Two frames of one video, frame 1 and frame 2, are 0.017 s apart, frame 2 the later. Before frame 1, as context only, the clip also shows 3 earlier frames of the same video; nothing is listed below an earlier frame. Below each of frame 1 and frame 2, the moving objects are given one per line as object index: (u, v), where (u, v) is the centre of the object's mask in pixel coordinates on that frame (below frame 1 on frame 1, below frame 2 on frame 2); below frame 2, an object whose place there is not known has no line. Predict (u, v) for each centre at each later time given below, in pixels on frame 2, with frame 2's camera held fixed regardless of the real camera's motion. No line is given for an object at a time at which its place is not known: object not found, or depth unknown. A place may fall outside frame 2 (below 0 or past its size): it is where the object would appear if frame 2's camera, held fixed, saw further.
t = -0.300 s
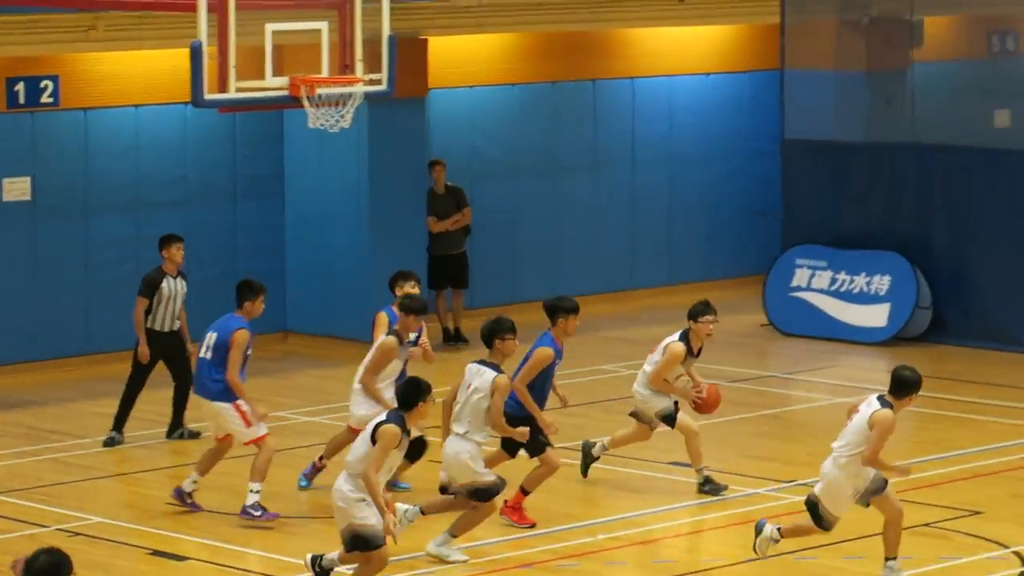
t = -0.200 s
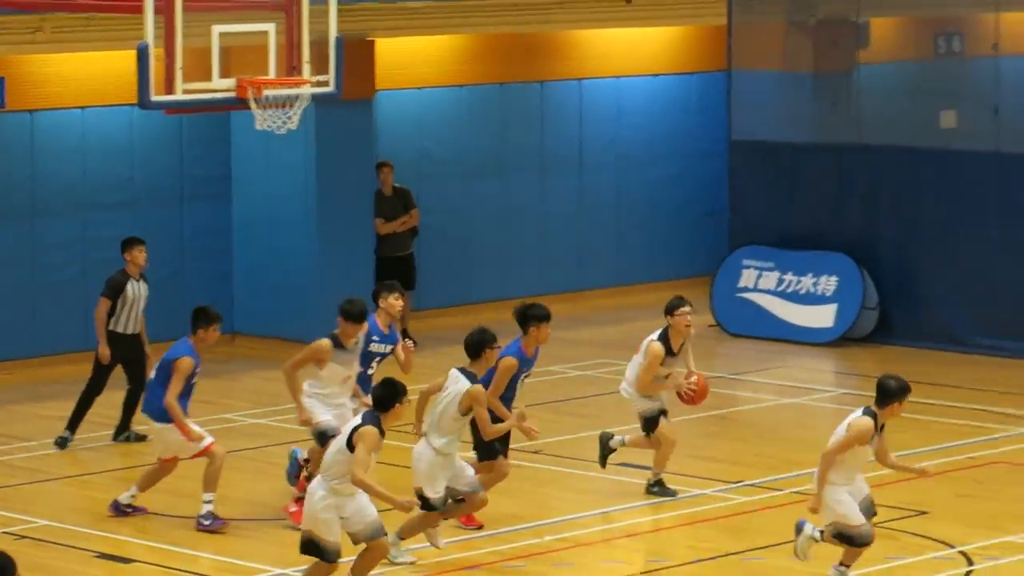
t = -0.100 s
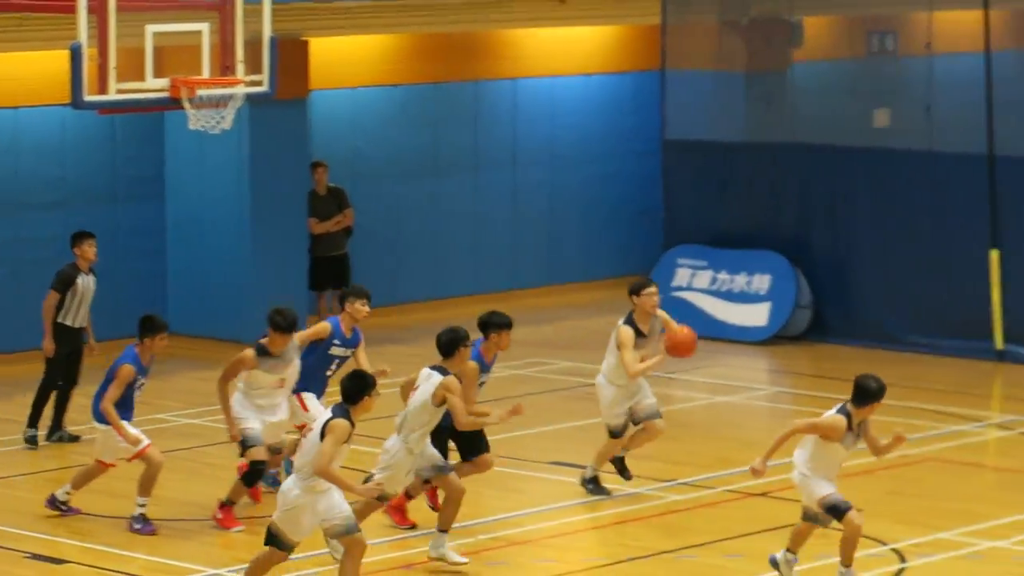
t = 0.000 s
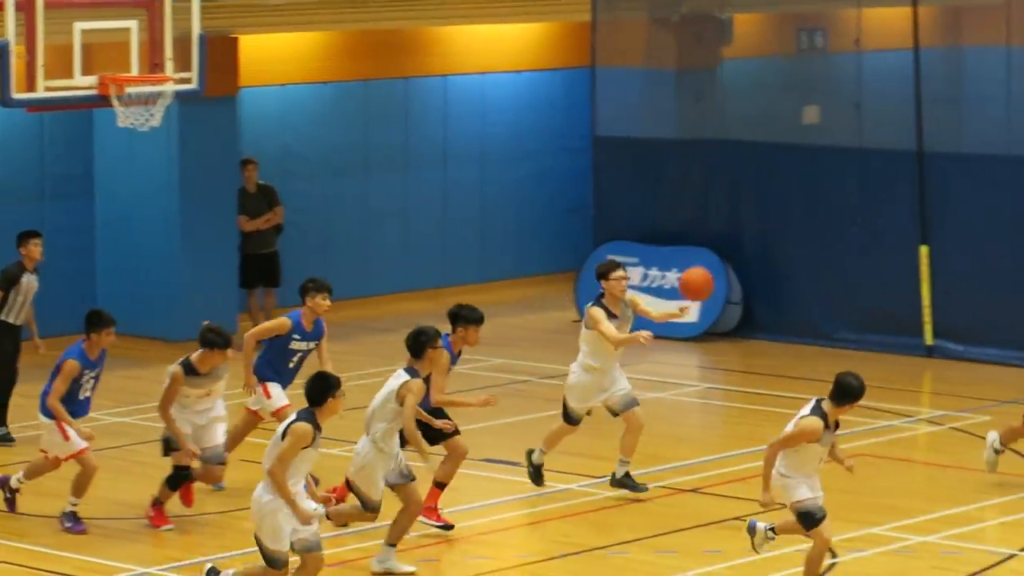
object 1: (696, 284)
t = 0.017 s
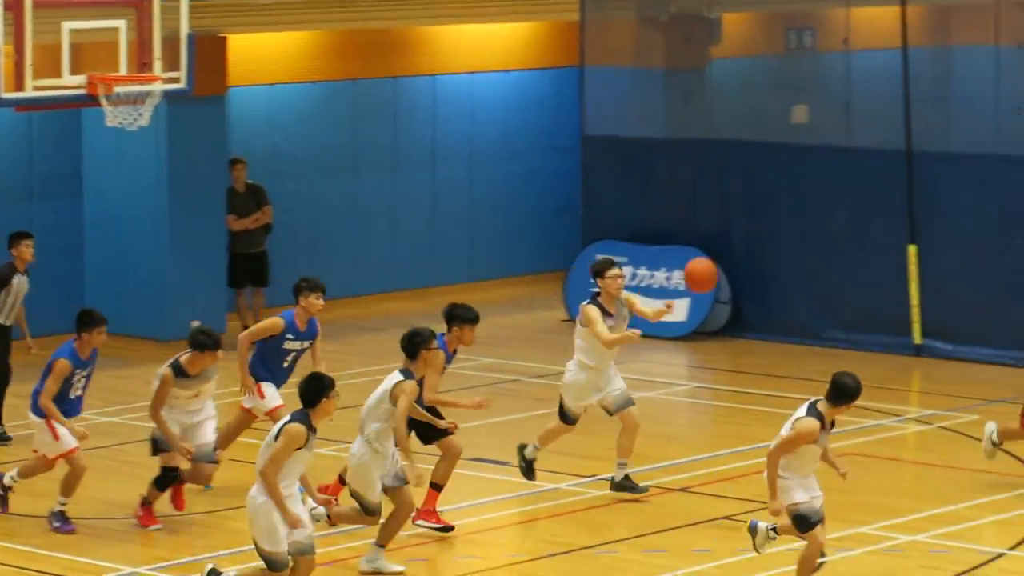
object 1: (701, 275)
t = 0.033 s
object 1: (718, 267)
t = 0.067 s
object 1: (751, 252)
